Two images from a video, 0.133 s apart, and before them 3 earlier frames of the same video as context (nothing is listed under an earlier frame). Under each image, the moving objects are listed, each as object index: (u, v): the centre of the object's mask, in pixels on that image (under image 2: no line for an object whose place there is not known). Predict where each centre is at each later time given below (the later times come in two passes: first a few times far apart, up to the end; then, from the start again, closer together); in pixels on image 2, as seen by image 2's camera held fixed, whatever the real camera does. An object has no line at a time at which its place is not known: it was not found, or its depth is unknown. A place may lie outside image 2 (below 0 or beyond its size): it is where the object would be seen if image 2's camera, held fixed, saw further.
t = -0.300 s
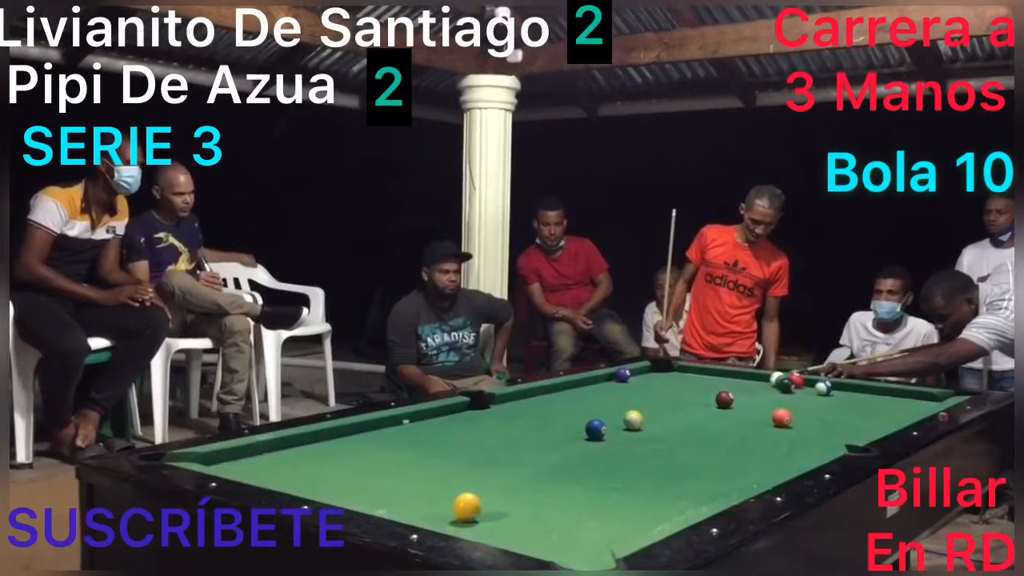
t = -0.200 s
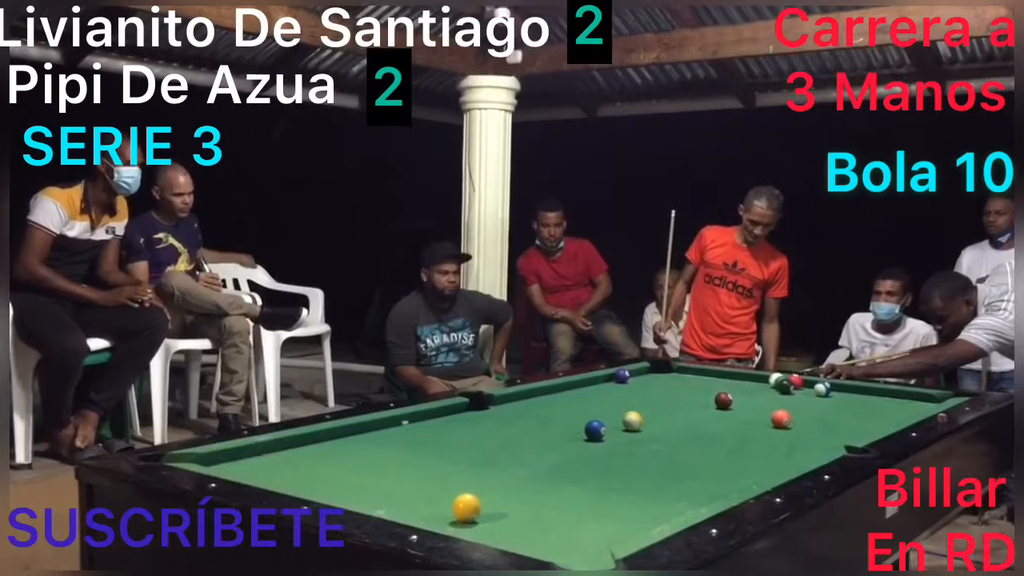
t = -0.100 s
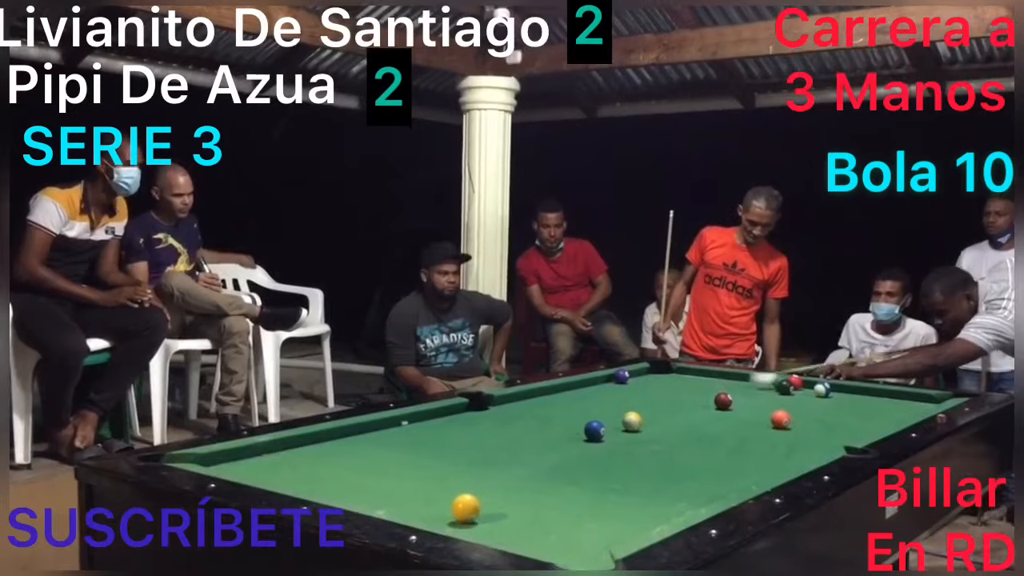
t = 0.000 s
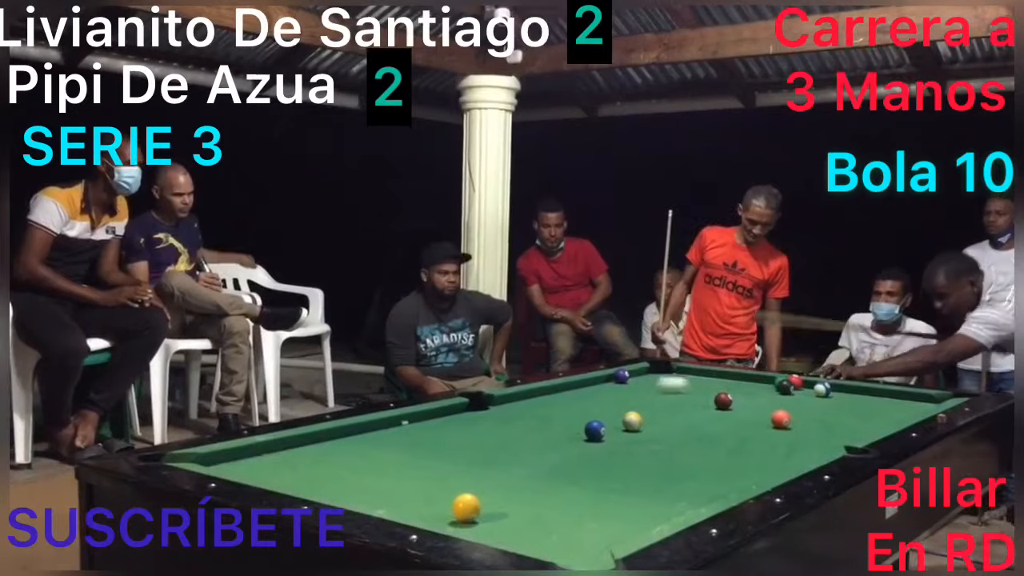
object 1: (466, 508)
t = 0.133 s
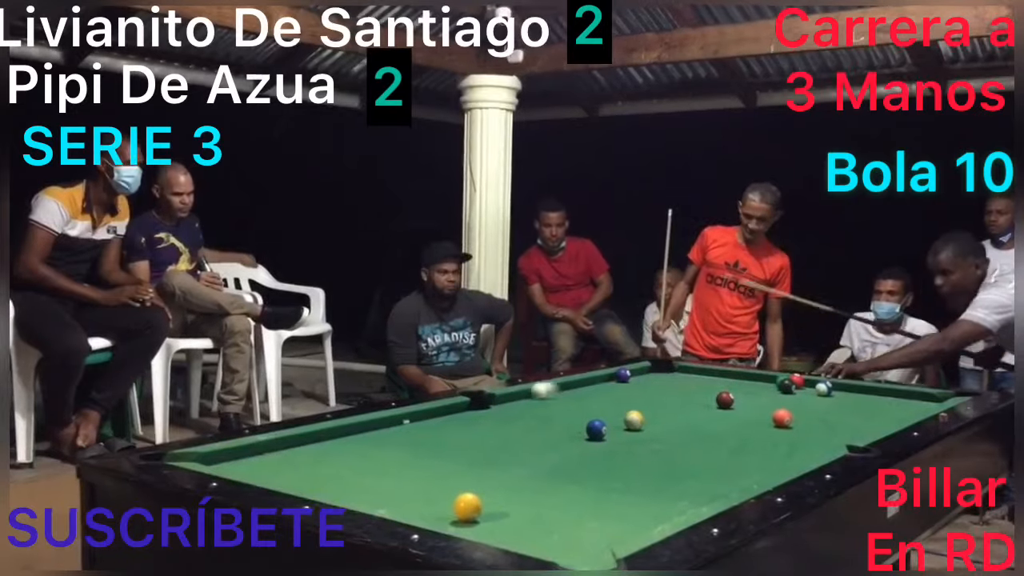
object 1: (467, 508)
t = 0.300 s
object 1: (466, 508)
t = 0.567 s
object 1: (467, 507)
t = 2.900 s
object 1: (412, 445)
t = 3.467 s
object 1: (371, 431)
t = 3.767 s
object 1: (372, 429)
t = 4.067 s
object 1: (392, 431)
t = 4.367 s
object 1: (409, 433)
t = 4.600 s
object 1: (421, 434)
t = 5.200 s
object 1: (444, 437)
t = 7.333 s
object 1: (461, 439)
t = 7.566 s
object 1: (460, 440)
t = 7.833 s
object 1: (461, 440)
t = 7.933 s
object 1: (461, 440)
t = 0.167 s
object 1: (467, 507)
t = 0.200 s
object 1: (467, 508)
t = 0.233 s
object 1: (466, 508)
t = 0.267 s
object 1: (466, 508)
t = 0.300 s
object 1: (466, 508)
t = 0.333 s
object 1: (466, 509)
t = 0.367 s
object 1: (467, 505)
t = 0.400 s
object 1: (467, 506)
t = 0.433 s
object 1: (466, 507)
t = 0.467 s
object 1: (467, 507)
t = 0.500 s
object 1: (466, 508)
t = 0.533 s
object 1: (466, 508)
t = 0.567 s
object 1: (467, 507)
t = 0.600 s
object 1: (466, 508)
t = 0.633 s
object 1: (466, 508)
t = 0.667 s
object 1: (466, 508)
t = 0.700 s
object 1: (466, 507)
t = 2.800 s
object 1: (420, 448)
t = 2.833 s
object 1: (418, 447)
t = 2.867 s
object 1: (415, 446)
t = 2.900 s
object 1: (412, 445)
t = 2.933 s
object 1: (409, 444)
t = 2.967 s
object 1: (406, 442)
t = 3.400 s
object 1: (376, 432)
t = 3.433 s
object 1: (374, 431)
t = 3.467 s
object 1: (371, 431)
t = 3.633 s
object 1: (364, 428)
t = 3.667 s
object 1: (366, 428)
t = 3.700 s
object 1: (369, 428)
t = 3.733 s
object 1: (370, 429)
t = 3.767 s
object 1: (372, 429)
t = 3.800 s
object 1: (374, 429)
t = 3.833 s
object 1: (377, 429)
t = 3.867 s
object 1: (379, 429)
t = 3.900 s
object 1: (381, 430)
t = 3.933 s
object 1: (384, 430)
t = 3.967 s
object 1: (385, 430)
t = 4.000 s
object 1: (388, 430)
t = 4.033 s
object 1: (390, 430)
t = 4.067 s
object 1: (392, 431)
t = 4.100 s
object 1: (394, 431)
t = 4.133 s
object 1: (396, 431)
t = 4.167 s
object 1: (398, 432)
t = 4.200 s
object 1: (400, 431)
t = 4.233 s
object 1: (402, 431)
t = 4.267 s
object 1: (403, 432)
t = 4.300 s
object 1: (405, 432)
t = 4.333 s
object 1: (407, 433)
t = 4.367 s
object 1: (409, 433)
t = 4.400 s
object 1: (410, 433)
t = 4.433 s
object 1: (412, 433)
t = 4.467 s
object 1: (413, 432)
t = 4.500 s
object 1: (415, 432)
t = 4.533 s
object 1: (416, 433)
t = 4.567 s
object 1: (417, 432)
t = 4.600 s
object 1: (421, 434)
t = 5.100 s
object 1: (441, 436)
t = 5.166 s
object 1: (443, 437)
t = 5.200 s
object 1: (444, 437)
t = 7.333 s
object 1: (461, 439)
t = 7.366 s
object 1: (460, 440)
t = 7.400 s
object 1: (460, 440)
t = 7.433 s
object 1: (461, 440)
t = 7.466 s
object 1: (460, 440)
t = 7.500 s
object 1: (460, 440)
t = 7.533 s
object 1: (460, 440)
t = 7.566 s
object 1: (460, 440)
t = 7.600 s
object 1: (460, 440)
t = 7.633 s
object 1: (460, 440)
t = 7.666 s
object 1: (461, 440)
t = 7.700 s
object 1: (461, 440)
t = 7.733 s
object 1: (461, 440)
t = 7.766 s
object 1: (461, 440)
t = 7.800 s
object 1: (461, 440)
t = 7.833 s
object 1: (461, 440)
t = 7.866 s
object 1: (461, 440)
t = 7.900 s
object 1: (461, 440)
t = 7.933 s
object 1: (461, 440)
